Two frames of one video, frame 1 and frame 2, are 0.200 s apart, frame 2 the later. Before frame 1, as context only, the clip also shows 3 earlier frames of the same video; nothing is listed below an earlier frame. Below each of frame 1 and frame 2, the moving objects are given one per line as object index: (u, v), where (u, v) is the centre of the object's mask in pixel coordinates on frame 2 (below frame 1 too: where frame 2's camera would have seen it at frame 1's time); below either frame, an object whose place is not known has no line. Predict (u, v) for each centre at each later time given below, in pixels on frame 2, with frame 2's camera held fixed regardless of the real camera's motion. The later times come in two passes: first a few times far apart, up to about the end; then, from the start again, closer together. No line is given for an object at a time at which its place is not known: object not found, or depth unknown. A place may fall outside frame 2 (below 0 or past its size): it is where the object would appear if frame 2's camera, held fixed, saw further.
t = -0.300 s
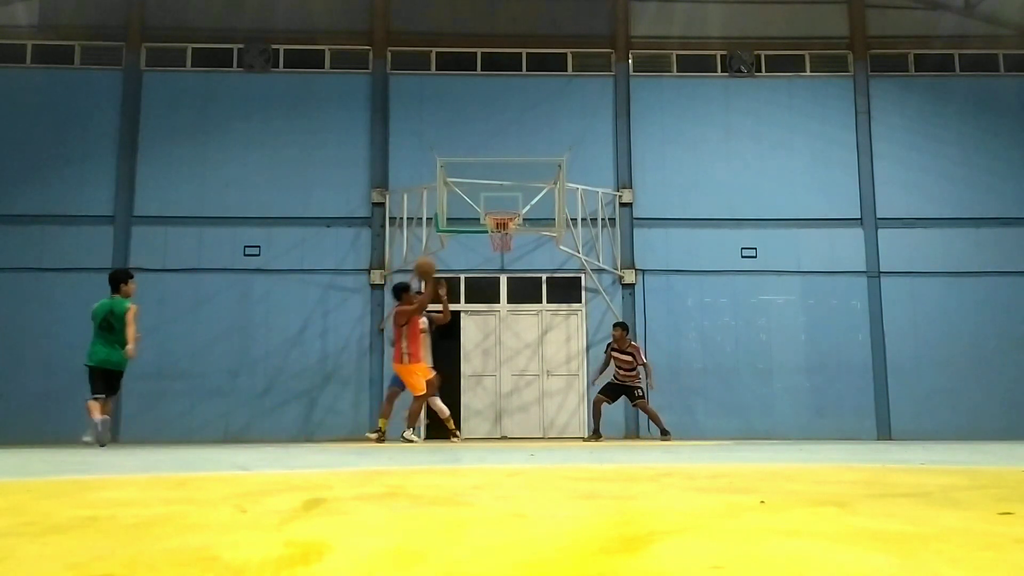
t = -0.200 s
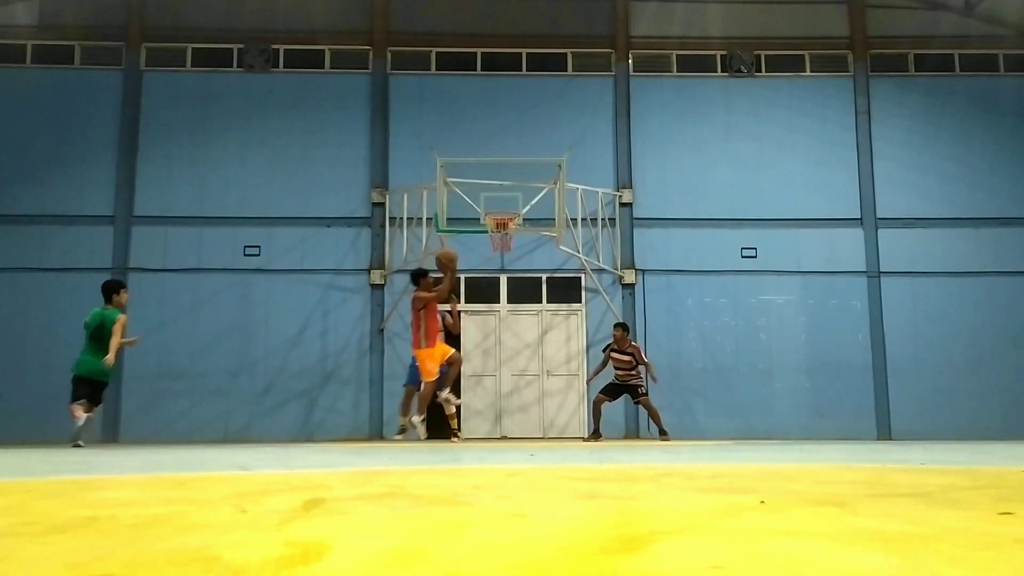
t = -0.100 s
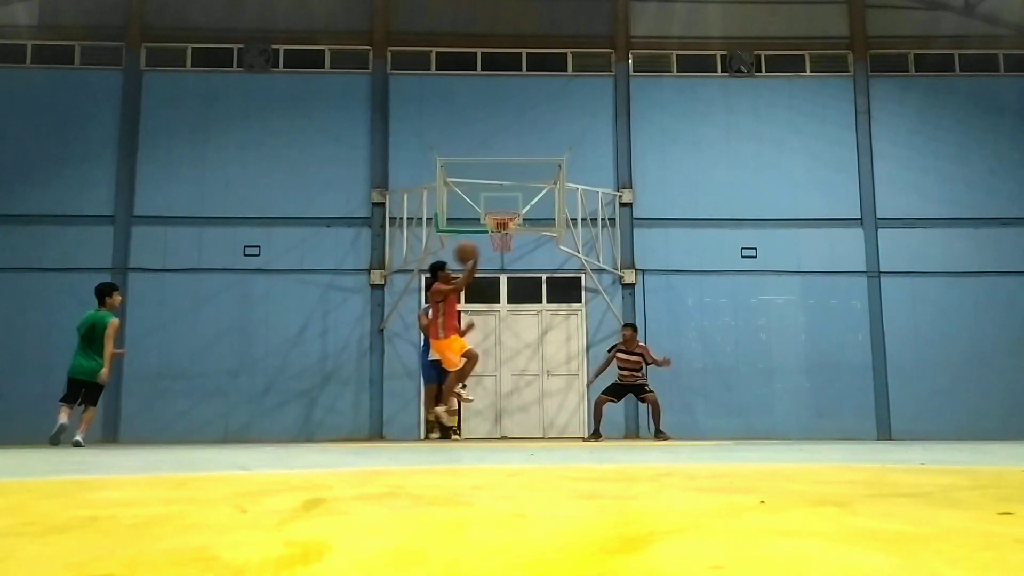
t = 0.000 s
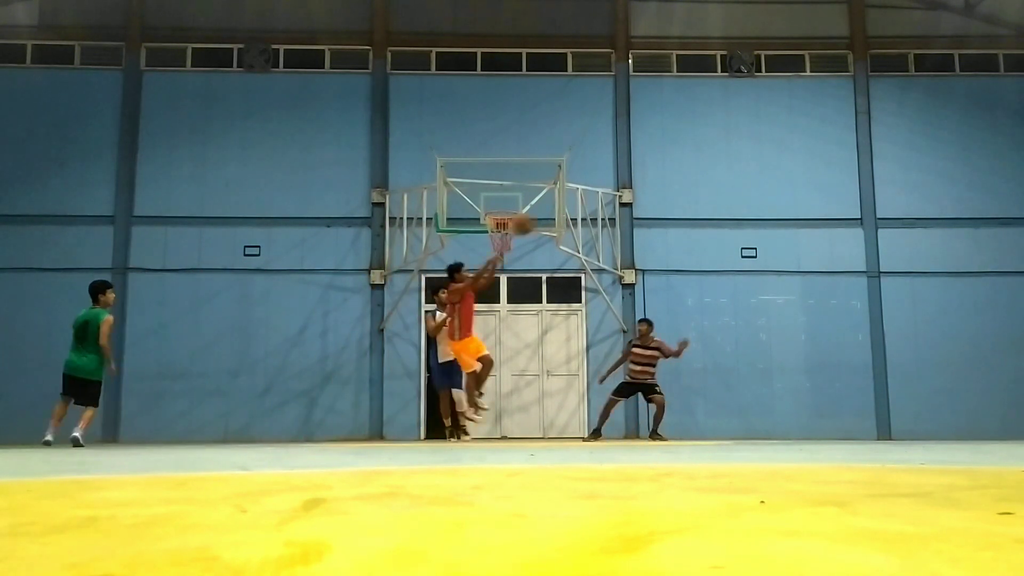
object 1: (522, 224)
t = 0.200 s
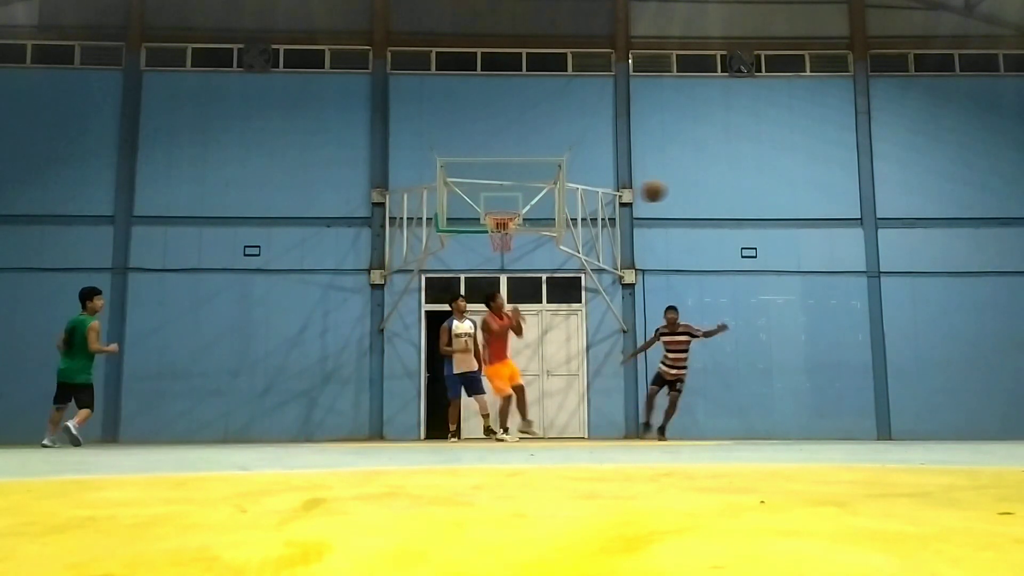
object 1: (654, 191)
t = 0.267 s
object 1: (697, 188)
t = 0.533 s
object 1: (890, 214)
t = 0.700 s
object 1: (1019, 268)
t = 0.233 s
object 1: (676, 189)
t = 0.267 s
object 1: (697, 188)
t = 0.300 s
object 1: (721, 188)
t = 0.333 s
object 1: (744, 189)
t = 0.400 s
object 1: (792, 193)
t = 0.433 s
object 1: (816, 196)
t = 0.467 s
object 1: (839, 201)
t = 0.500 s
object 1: (864, 207)
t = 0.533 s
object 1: (890, 214)
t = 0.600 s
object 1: (942, 232)
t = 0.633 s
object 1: (969, 243)
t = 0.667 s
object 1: (995, 255)
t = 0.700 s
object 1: (1019, 268)
